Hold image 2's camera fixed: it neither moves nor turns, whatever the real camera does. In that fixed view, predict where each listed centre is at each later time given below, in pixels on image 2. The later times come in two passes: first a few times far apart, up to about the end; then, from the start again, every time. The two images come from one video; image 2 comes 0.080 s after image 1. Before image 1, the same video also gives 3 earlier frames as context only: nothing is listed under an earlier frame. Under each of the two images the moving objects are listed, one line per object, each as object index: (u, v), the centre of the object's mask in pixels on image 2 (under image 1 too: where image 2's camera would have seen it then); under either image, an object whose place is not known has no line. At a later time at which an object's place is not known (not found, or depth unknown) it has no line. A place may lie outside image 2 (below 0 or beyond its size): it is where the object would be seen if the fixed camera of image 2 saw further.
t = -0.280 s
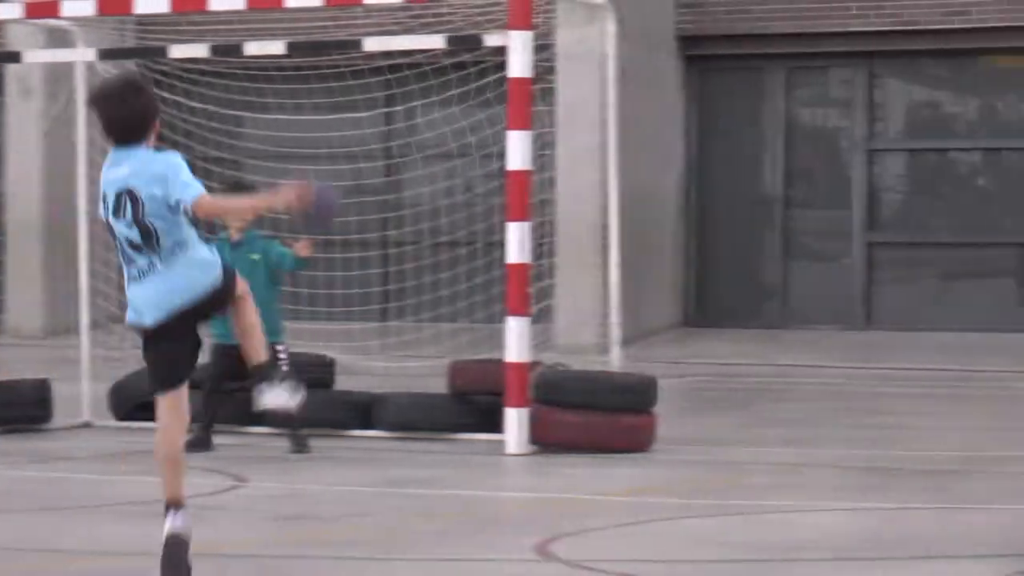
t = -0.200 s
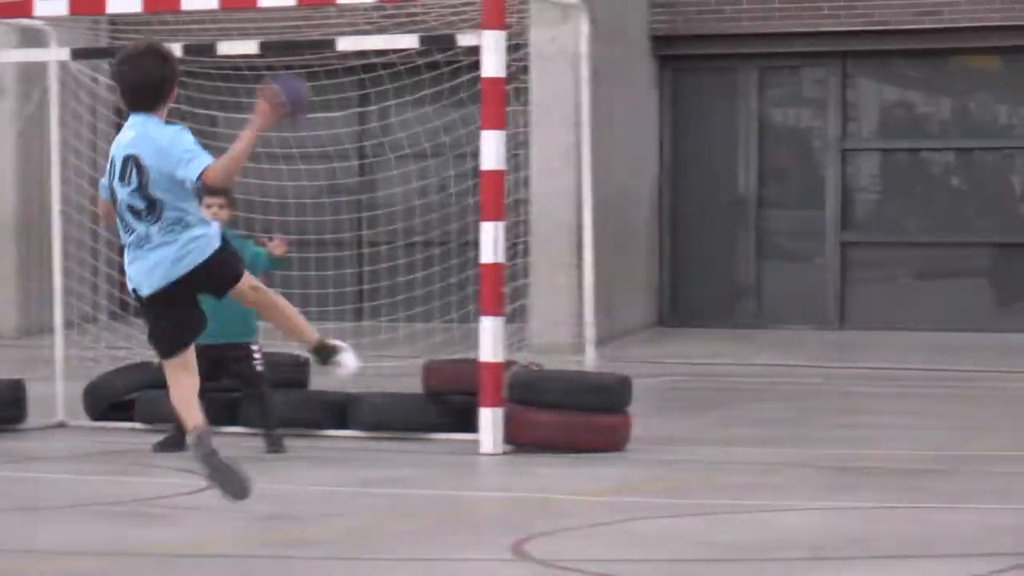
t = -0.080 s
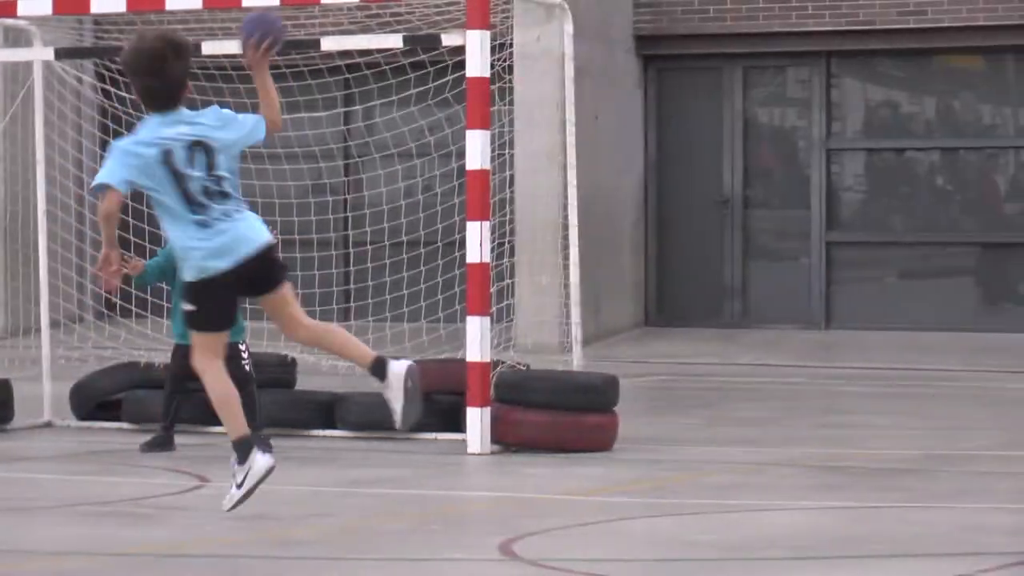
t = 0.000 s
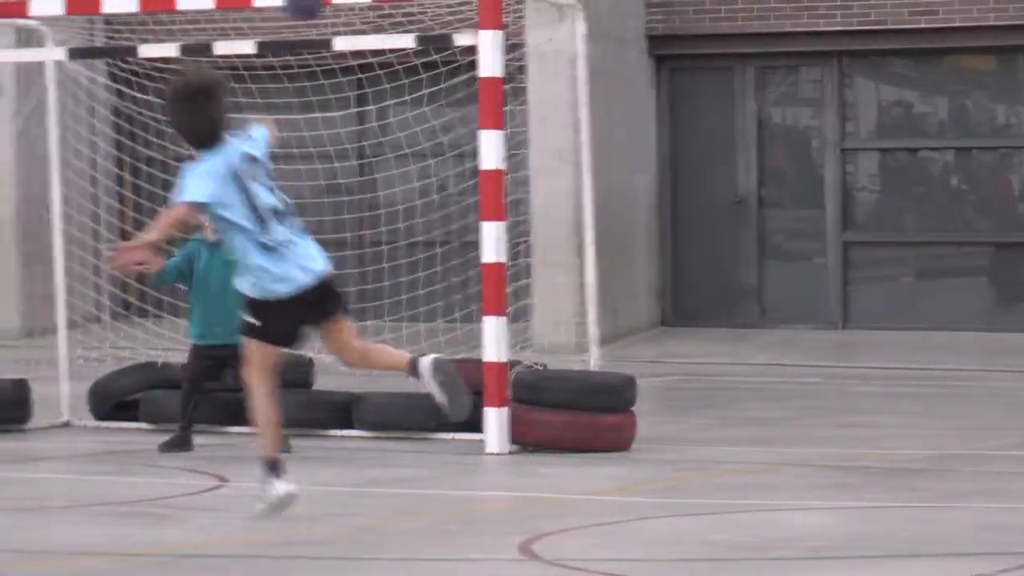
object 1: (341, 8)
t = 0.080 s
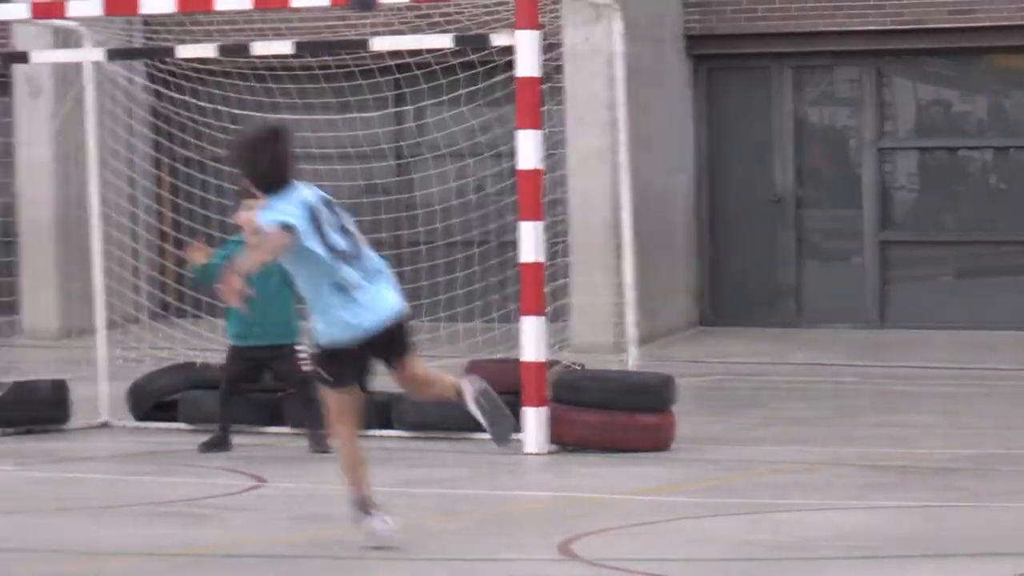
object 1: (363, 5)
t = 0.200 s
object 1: (399, 12)
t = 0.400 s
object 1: (450, 94)
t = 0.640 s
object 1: (484, 173)
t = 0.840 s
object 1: (461, 291)
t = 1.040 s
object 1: (405, 352)
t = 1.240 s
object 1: (374, 324)
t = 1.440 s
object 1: (366, 367)
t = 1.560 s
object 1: (380, 372)
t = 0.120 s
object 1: (375, 6)
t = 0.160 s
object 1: (387, 8)
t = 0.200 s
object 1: (399, 12)
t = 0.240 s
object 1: (410, 21)
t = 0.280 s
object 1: (421, 38)
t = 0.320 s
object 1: (431, 55)
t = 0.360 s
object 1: (439, 70)
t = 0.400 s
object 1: (450, 94)
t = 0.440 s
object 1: (459, 118)
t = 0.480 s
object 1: (470, 141)
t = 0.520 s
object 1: (478, 149)
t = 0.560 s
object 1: (482, 152)
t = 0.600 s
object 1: (482, 160)
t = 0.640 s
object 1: (484, 173)
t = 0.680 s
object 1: (484, 188)
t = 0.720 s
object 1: (483, 210)
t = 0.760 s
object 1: (479, 231)
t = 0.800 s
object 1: (468, 258)
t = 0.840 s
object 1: (461, 291)
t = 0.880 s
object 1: (449, 319)
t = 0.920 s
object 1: (438, 352)
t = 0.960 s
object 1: (428, 380)
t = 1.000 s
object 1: (416, 367)
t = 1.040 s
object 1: (405, 352)
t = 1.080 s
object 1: (396, 341)
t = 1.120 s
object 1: (390, 331)
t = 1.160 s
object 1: (385, 324)
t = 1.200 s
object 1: (379, 323)
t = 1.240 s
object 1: (374, 324)
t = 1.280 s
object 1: (370, 328)
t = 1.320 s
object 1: (365, 337)
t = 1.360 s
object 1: (359, 348)
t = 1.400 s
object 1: (361, 357)
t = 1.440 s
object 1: (366, 367)
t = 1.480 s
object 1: (371, 376)
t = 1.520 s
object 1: (375, 373)
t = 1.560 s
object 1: (380, 372)
